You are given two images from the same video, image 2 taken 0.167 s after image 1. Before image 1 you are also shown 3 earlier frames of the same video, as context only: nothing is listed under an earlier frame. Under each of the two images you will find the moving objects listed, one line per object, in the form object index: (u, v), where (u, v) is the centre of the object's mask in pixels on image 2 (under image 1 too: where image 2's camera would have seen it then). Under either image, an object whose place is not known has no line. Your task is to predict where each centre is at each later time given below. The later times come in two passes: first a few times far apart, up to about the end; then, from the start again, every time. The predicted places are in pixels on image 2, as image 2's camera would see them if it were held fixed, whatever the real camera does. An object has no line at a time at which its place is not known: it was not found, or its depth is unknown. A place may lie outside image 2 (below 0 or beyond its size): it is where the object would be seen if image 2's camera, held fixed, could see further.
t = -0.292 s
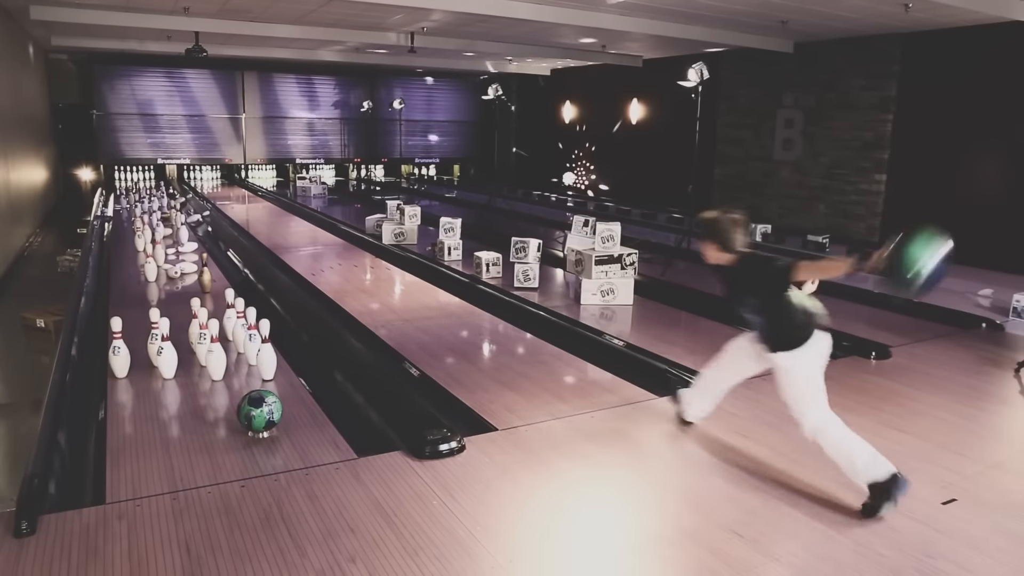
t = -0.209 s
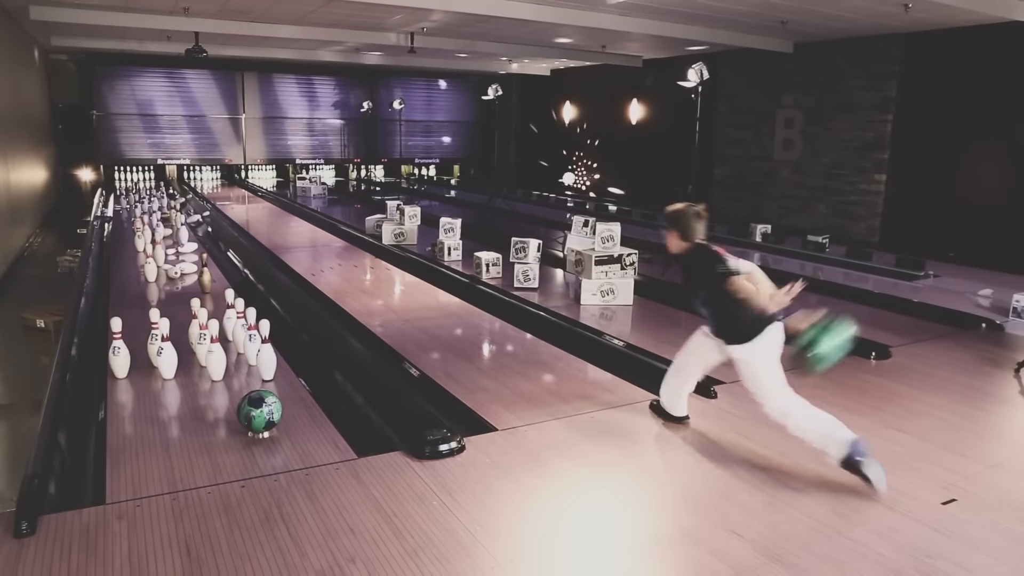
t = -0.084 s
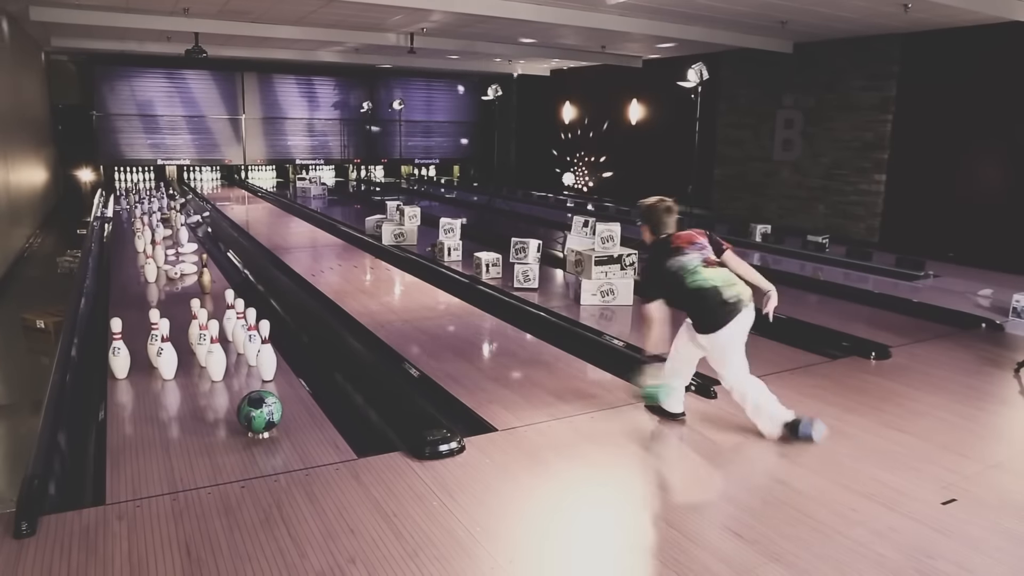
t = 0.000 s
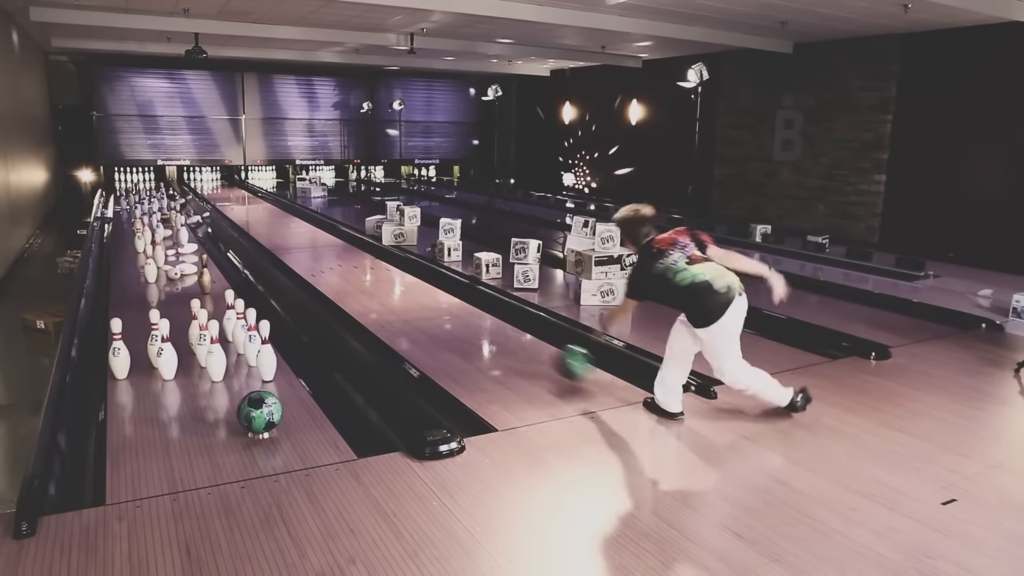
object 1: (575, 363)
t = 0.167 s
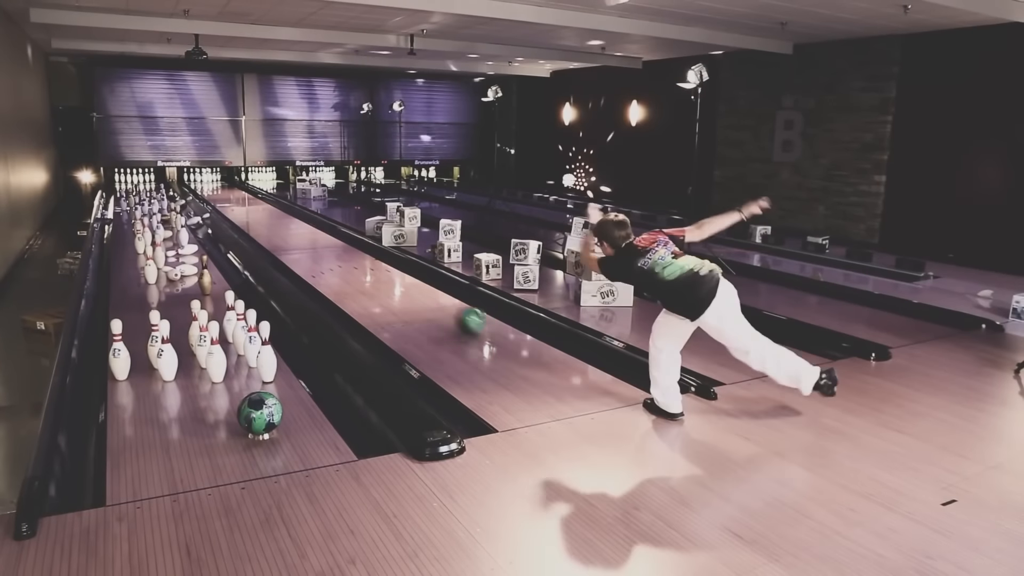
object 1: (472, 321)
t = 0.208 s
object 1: (452, 312)
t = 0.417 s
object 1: (377, 274)
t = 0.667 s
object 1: (319, 246)
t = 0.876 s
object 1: (286, 230)
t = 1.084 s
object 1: (262, 217)
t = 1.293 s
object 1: (243, 207)
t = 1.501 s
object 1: (228, 200)
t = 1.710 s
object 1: (217, 193)
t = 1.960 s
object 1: (203, 188)
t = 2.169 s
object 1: (201, 183)
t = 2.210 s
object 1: (201, 183)
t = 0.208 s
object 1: (452, 312)
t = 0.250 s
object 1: (434, 303)
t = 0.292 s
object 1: (418, 295)
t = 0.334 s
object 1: (404, 287)
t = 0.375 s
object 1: (389, 281)
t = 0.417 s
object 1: (377, 274)
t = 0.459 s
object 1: (366, 269)
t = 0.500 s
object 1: (355, 264)
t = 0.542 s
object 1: (345, 258)
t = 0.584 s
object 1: (337, 255)
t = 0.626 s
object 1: (328, 250)
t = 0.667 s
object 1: (319, 246)
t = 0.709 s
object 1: (312, 242)
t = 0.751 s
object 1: (305, 239)
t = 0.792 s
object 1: (298, 236)
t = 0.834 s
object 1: (292, 233)
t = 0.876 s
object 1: (286, 230)
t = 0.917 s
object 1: (281, 227)
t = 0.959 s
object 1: (276, 224)
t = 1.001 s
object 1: (271, 222)
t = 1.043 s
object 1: (266, 219)
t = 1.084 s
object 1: (262, 217)
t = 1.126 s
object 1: (258, 215)
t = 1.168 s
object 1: (254, 213)
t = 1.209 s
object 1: (250, 211)
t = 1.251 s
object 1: (246, 209)
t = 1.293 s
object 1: (243, 207)
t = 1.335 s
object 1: (240, 206)
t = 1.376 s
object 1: (236, 204)
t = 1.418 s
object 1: (233, 203)
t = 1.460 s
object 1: (230, 201)
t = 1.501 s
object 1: (228, 200)
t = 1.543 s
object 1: (226, 199)
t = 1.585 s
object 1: (223, 197)
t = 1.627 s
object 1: (221, 195)
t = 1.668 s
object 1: (219, 194)
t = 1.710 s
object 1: (217, 193)
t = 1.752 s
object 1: (215, 192)
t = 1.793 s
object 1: (214, 192)
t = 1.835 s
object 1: (211, 191)
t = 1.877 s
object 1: (210, 190)
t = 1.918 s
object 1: (210, 189)
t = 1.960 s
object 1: (203, 188)
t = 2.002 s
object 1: (203, 186)
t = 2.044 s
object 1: (203, 185)
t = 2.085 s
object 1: (202, 185)
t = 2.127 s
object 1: (202, 185)
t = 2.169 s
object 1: (201, 183)
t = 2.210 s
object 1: (201, 183)
